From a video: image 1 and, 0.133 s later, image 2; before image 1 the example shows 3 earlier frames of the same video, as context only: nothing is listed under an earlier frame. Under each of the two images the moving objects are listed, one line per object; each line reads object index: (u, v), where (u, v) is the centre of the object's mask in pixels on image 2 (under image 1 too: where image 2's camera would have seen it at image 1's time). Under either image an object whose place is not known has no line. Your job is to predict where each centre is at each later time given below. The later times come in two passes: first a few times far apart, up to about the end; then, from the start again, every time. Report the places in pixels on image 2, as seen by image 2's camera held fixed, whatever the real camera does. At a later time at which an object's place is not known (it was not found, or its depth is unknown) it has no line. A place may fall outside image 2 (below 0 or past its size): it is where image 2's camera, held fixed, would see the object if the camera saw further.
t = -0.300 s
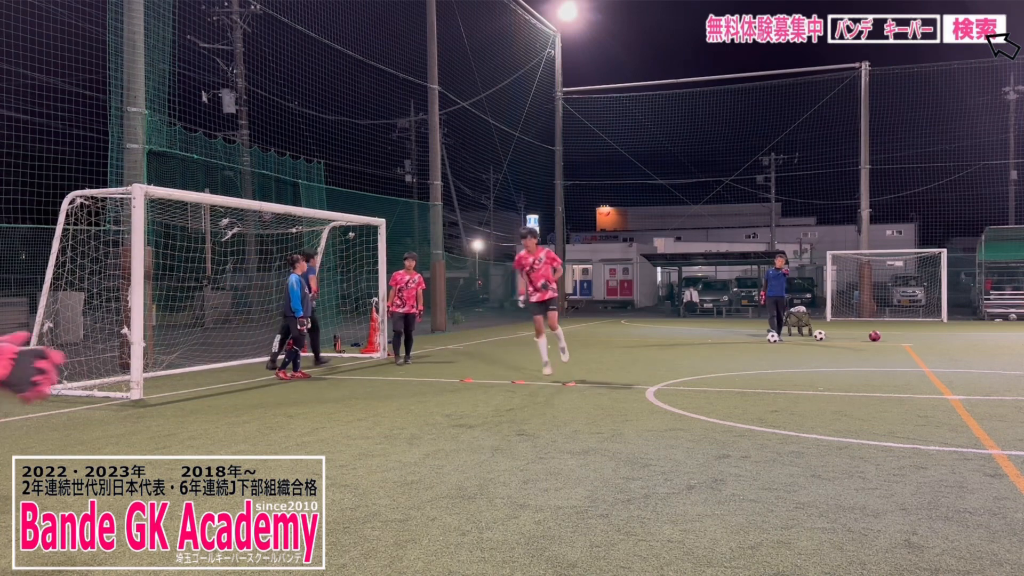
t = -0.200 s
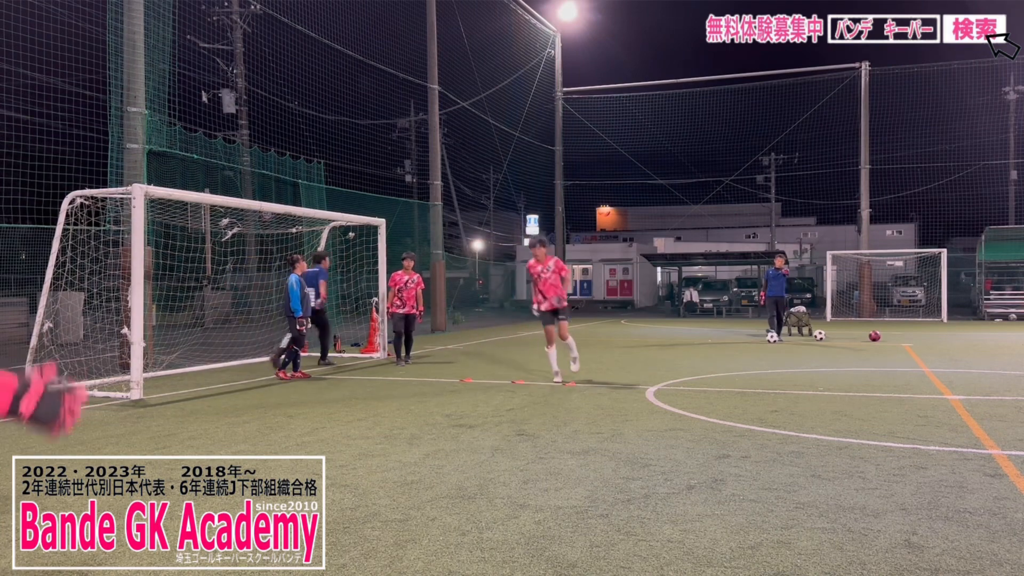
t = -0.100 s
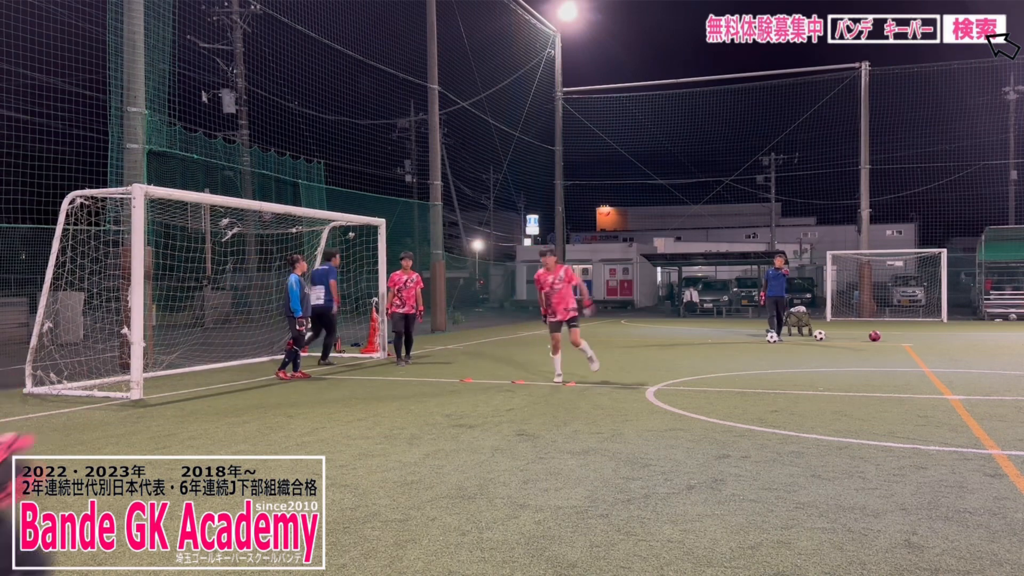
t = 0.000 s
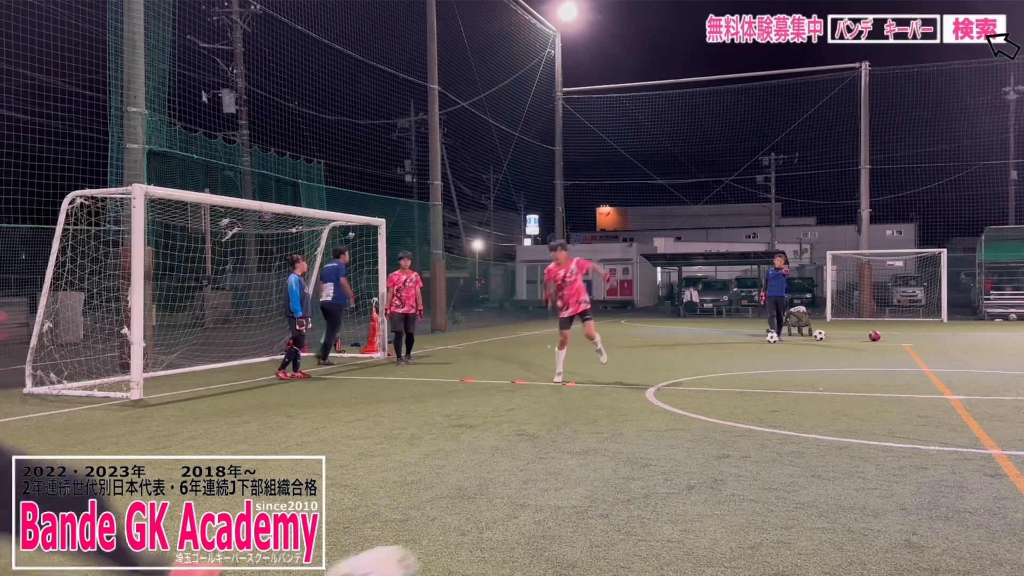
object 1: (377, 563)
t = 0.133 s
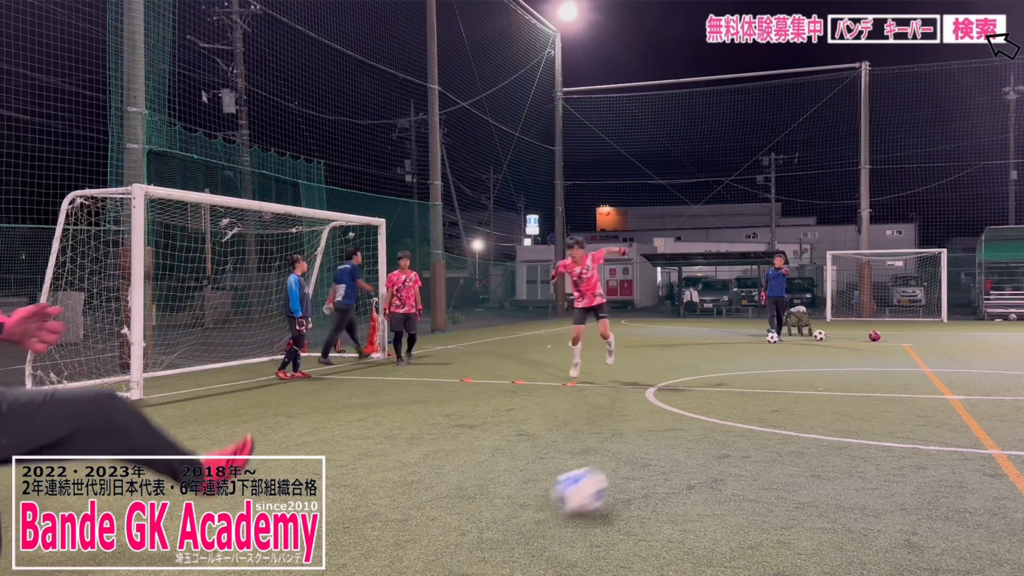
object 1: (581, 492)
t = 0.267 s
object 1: (684, 446)
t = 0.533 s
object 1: (788, 401)
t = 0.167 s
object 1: (612, 478)
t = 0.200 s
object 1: (640, 463)
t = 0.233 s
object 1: (664, 454)
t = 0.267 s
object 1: (684, 446)
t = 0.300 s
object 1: (703, 438)
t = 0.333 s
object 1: (719, 432)
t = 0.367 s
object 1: (734, 425)
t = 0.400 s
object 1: (747, 418)
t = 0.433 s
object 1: (759, 414)
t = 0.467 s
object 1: (770, 410)
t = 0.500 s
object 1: (780, 405)
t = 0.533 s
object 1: (788, 401)
